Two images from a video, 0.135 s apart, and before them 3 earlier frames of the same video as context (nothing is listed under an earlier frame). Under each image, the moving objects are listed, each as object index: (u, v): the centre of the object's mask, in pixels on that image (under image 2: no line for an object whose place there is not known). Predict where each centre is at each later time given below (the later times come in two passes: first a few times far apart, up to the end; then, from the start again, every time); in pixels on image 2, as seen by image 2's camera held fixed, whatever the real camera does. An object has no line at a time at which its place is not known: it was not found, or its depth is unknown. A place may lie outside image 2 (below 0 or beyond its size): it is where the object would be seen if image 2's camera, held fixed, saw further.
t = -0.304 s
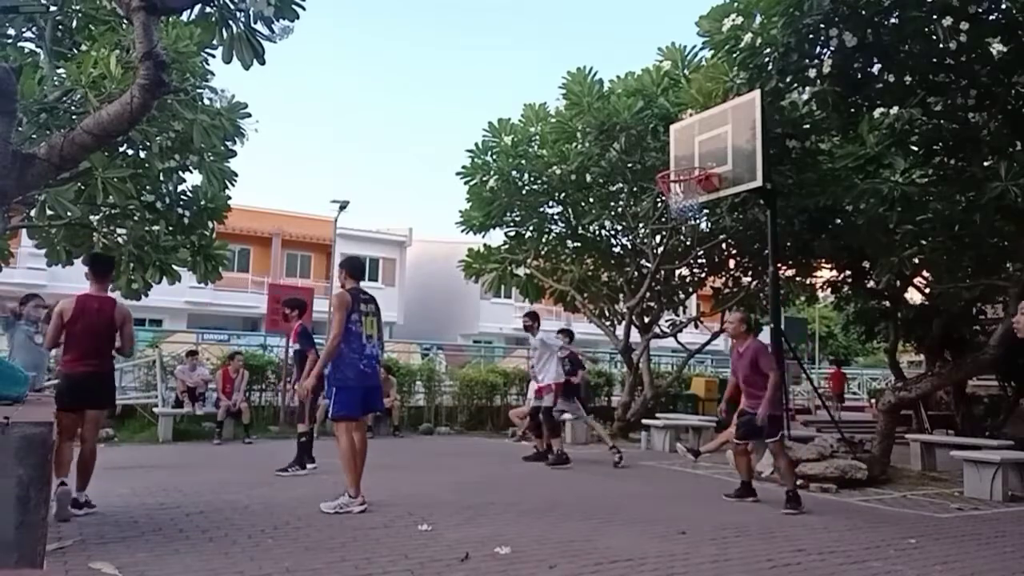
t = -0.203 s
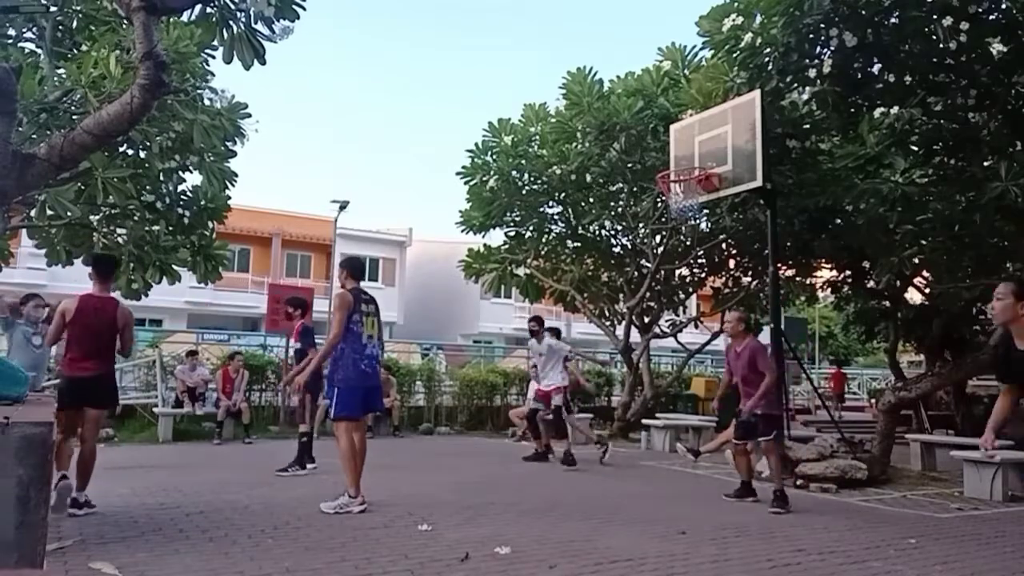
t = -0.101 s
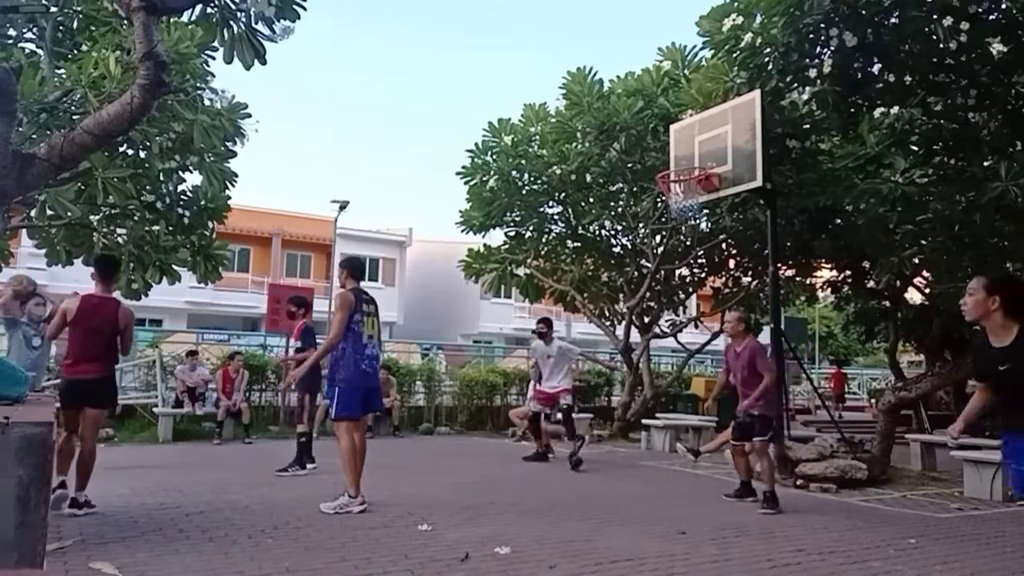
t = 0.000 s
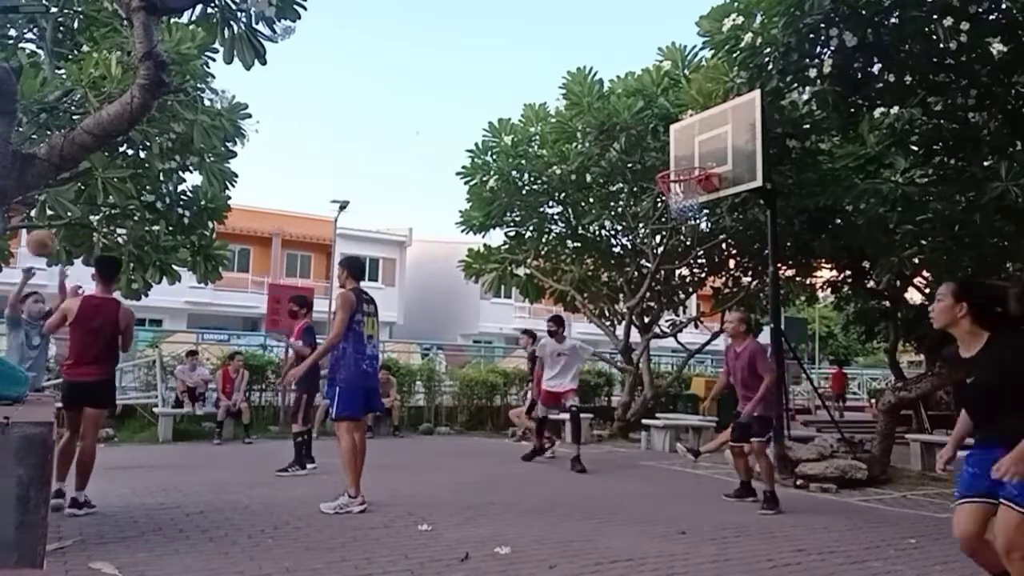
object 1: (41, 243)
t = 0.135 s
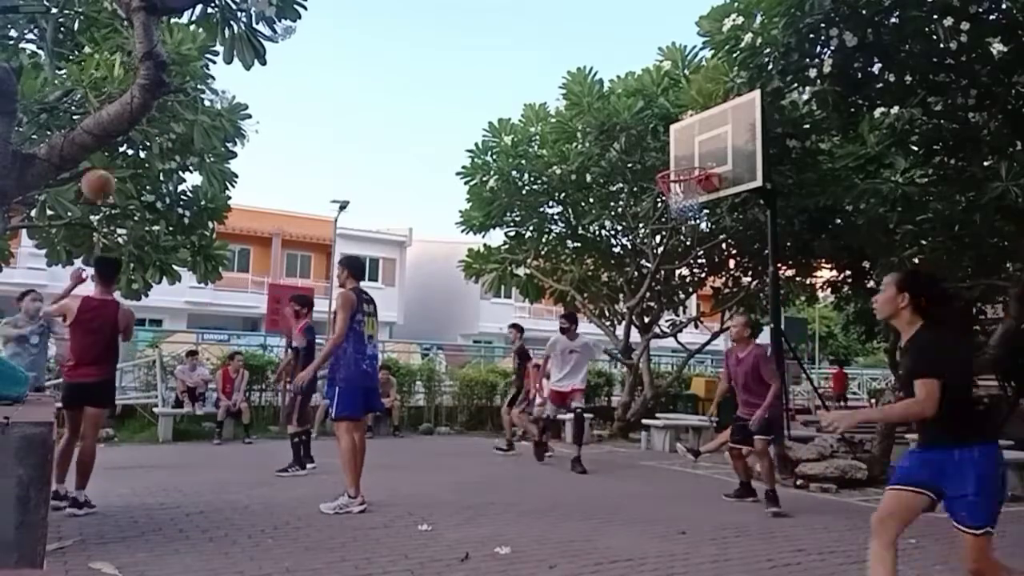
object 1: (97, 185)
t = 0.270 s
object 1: (164, 139)
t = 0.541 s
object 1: (347, 107)
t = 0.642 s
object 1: (443, 124)
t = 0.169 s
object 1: (112, 172)
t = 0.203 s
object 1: (130, 160)
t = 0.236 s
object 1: (147, 149)
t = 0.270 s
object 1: (164, 139)
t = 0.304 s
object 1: (184, 133)
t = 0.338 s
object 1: (203, 123)
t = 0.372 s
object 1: (224, 116)
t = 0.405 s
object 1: (245, 111)
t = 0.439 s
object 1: (268, 108)
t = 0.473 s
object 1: (293, 105)
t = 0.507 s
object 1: (319, 105)
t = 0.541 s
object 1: (347, 107)
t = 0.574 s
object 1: (376, 110)
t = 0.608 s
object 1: (408, 116)
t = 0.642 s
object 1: (443, 124)
